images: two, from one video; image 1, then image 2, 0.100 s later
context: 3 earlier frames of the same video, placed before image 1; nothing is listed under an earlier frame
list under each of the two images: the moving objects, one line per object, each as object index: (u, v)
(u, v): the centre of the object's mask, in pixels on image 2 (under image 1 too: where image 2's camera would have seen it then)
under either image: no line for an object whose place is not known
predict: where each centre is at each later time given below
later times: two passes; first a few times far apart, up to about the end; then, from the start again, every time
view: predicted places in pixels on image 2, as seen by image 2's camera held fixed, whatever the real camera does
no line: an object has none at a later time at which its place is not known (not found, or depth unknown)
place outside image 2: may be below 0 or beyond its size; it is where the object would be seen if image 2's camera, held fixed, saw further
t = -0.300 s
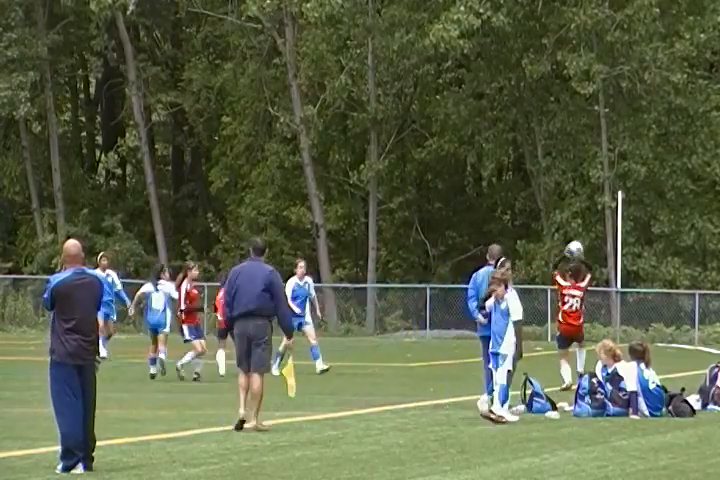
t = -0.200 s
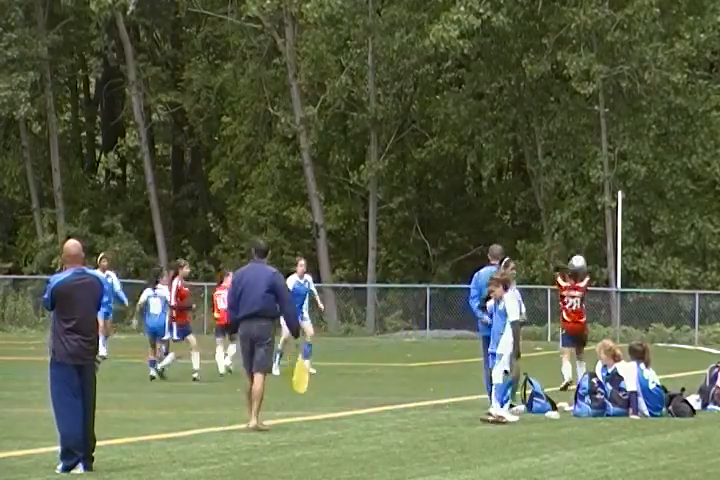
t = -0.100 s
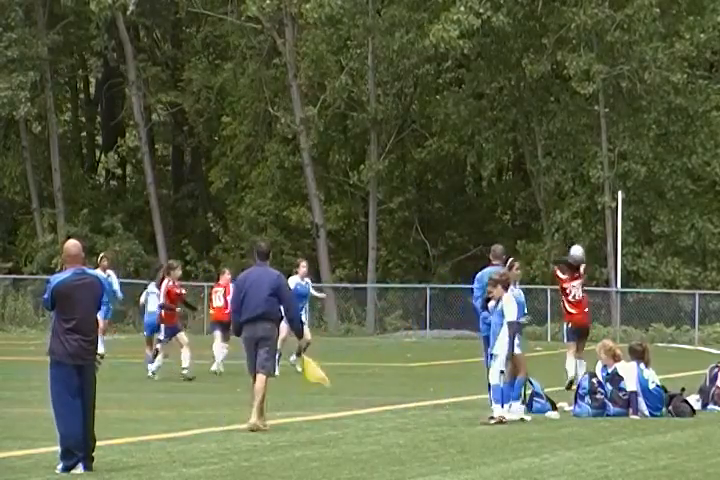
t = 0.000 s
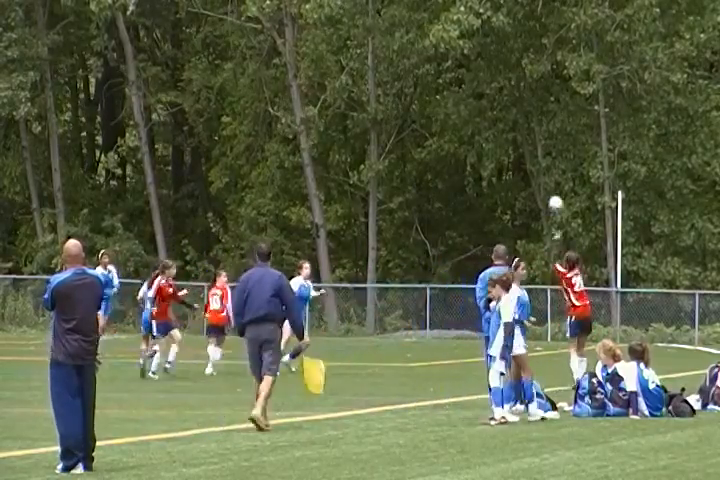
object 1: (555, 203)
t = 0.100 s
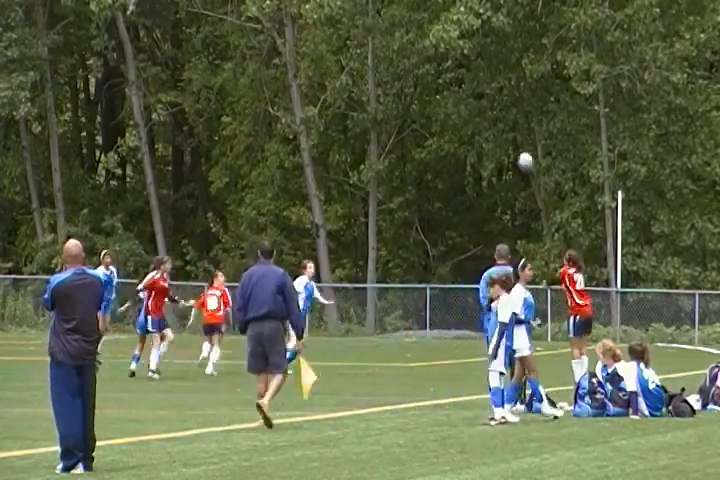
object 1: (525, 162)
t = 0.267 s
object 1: (476, 107)
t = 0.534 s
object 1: (400, 71)
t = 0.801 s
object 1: (326, 88)
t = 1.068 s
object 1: (254, 151)
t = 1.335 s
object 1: (185, 257)
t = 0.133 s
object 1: (515, 148)
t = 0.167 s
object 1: (505, 136)
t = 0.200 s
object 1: (495, 126)
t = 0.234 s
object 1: (485, 117)
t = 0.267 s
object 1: (476, 107)
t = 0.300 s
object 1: (466, 99)
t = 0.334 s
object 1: (456, 92)
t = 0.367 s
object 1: (447, 86)
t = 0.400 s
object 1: (438, 82)
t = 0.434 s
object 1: (428, 78)
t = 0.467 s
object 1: (419, 74)
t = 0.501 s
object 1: (409, 72)
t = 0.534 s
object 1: (400, 71)
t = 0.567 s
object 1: (391, 71)
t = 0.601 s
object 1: (381, 71)
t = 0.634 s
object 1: (372, 72)
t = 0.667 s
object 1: (362, 73)
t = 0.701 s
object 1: (353, 74)
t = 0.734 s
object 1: (344, 79)
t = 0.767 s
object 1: (335, 82)
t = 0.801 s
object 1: (326, 88)
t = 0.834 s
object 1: (317, 92)
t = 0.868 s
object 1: (308, 99)
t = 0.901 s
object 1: (299, 106)
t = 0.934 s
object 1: (290, 113)
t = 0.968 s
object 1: (281, 121)
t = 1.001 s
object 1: (272, 132)
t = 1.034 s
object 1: (263, 141)
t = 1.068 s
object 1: (254, 151)
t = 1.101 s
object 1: (246, 162)
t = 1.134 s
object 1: (237, 174)
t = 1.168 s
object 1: (228, 185)
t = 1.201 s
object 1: (220, 200)
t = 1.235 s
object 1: (211, 214)
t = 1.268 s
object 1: (202, 227)
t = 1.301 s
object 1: (194, 242)
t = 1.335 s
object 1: (185, 257)
